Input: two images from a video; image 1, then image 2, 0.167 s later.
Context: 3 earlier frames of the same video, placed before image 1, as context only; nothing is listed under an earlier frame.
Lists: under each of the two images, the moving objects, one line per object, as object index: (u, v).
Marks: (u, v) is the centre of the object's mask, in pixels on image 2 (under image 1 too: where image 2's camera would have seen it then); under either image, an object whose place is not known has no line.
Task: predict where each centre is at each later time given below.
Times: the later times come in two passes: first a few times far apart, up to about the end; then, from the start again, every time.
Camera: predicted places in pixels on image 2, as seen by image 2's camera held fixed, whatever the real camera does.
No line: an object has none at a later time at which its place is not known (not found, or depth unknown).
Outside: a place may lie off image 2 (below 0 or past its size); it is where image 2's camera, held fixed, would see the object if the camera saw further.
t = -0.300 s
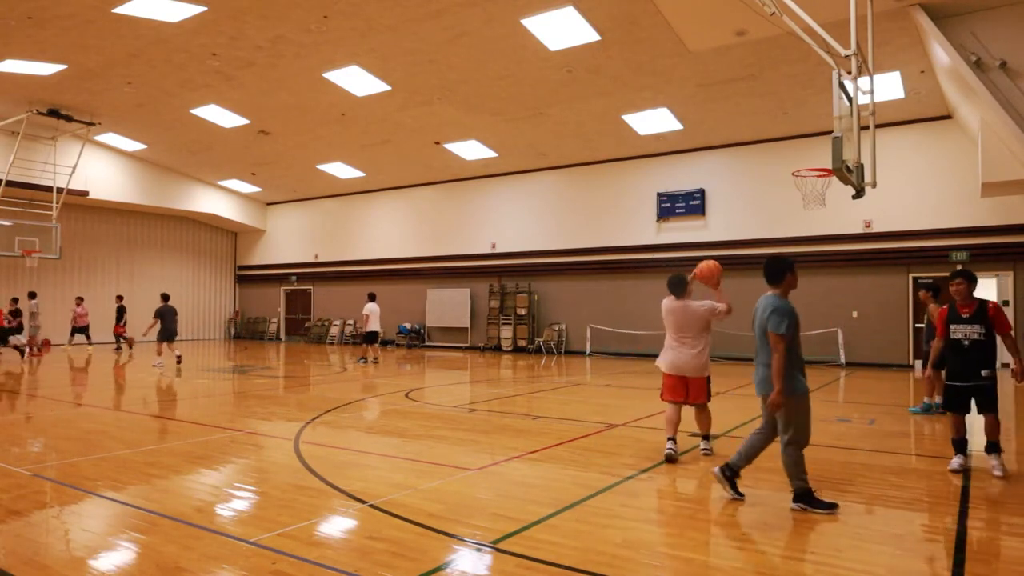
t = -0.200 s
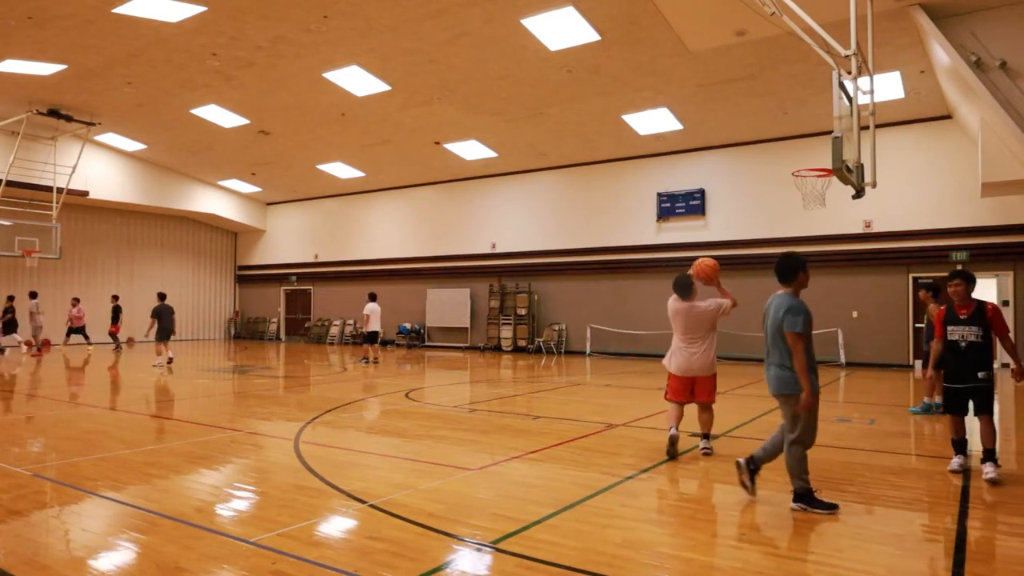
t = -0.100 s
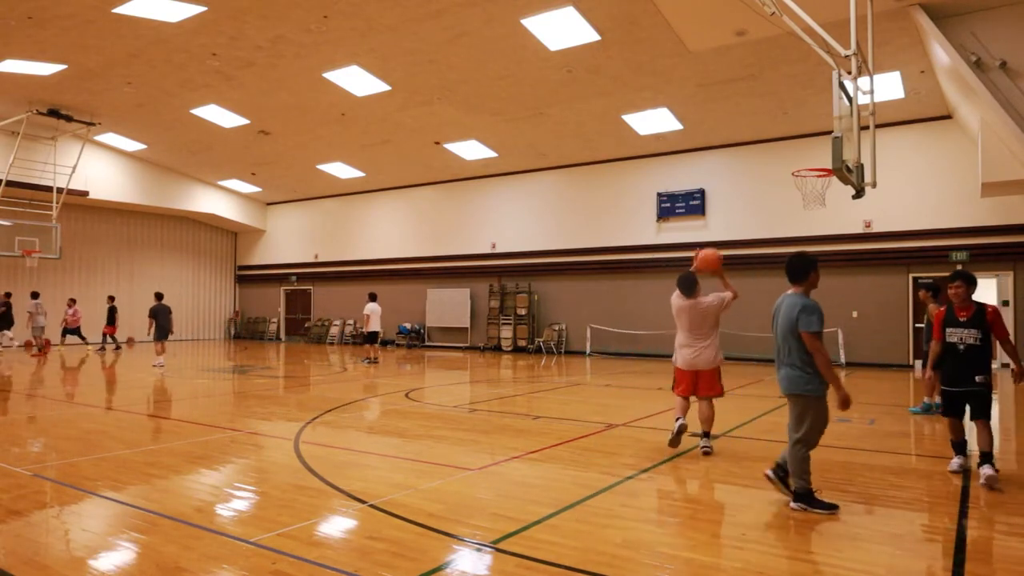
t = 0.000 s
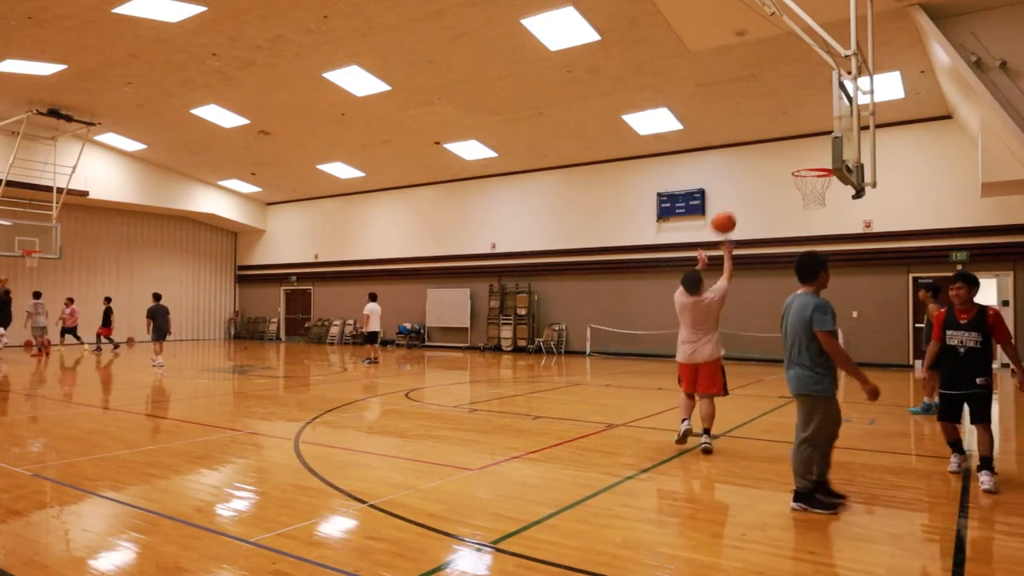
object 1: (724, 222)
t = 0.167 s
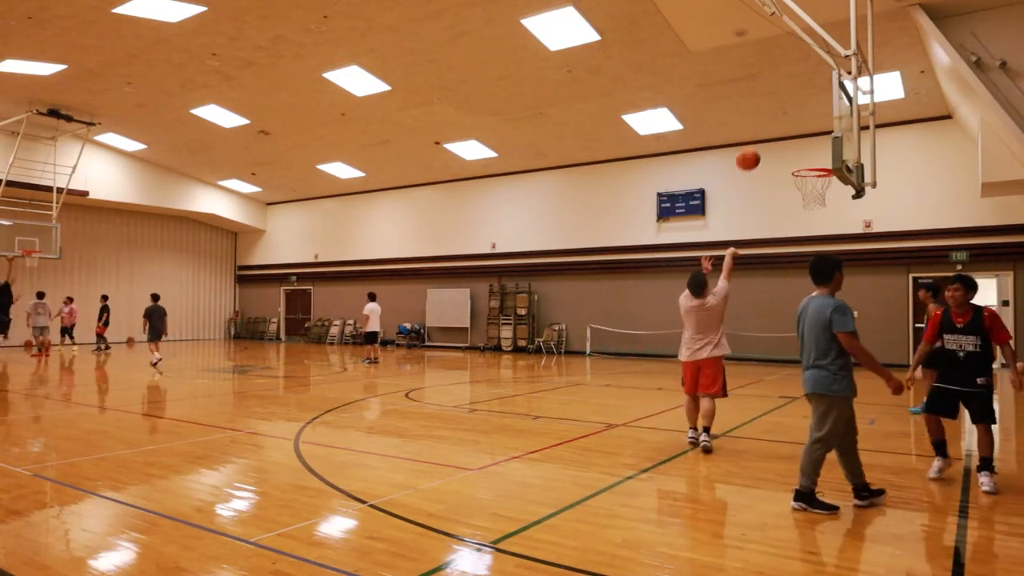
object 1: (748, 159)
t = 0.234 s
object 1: (757, 142)
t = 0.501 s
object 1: (789, 121)
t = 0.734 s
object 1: (815, 151)
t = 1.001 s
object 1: (804, 135)
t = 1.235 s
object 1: (783, 135)
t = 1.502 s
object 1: (760, 191)
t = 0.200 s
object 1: (753, 150)
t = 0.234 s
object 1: (757, 142)
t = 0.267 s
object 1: (762, 136)
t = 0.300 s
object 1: (766, 131)
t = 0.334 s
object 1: (770, 126)
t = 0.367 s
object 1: (774, 123)
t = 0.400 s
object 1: (778, 121)
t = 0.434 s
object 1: (782, 120)
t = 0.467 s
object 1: (786, 120)
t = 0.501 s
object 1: (789, 121)
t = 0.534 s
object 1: (793, 123)
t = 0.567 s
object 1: (797, 125)
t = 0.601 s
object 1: (800, 129)
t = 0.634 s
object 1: (804, 133)
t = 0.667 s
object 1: (807, 138)
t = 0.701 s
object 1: (811, 144)
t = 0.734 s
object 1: (815, 151)
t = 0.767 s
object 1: (818, 158)
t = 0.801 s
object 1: (820, 164)
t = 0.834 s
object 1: (818, 159)
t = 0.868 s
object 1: (815, 153)
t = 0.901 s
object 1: (812, 148)
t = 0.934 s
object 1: (810, 142)
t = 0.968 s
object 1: (807, 138)
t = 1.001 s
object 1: (804, 135)
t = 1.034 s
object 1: (802, 132)
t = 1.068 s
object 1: (798, 130)
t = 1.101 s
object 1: (795, 129)
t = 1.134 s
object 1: (792, 129)
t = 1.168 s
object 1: (789, 130)
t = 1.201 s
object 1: (786, 132)
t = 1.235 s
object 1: (783, 135)
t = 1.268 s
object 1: (780, 138)
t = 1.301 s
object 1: (777, 143)
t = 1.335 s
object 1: (775, 148)
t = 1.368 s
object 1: (772, 155)
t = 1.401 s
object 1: (769, 163)
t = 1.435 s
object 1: (765, 171)
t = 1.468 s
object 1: (763, 180)
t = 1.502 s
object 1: (760, 191)
